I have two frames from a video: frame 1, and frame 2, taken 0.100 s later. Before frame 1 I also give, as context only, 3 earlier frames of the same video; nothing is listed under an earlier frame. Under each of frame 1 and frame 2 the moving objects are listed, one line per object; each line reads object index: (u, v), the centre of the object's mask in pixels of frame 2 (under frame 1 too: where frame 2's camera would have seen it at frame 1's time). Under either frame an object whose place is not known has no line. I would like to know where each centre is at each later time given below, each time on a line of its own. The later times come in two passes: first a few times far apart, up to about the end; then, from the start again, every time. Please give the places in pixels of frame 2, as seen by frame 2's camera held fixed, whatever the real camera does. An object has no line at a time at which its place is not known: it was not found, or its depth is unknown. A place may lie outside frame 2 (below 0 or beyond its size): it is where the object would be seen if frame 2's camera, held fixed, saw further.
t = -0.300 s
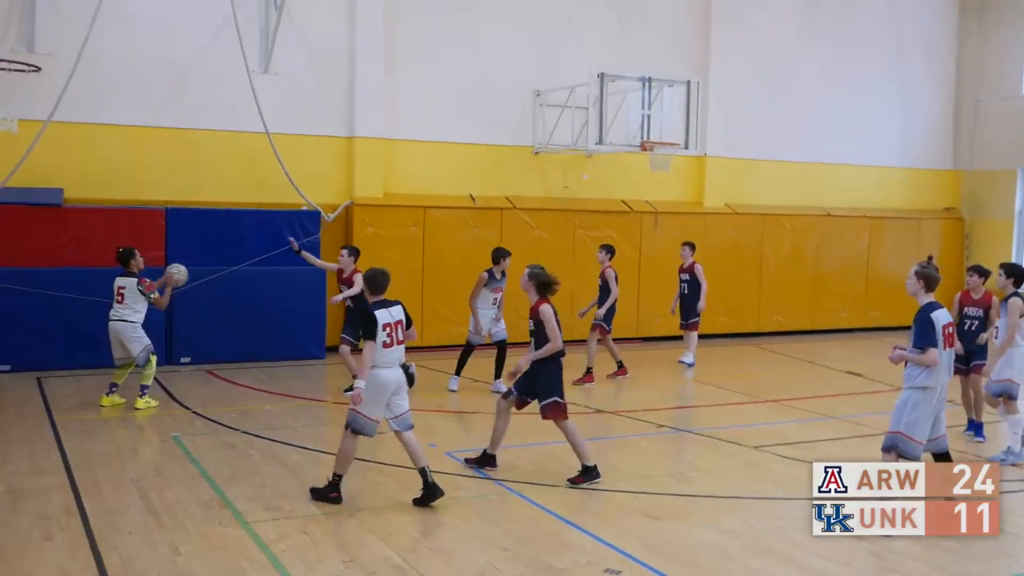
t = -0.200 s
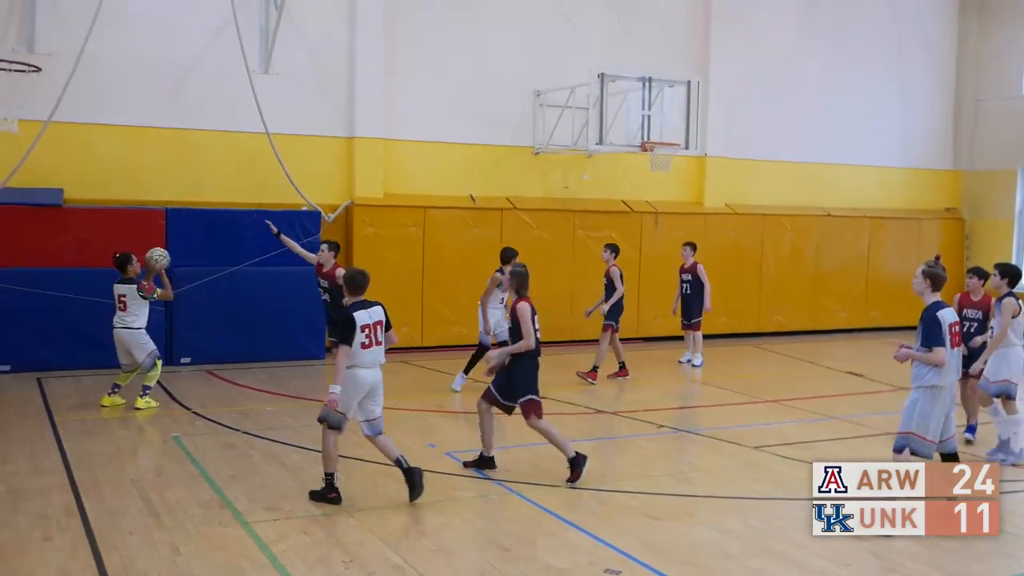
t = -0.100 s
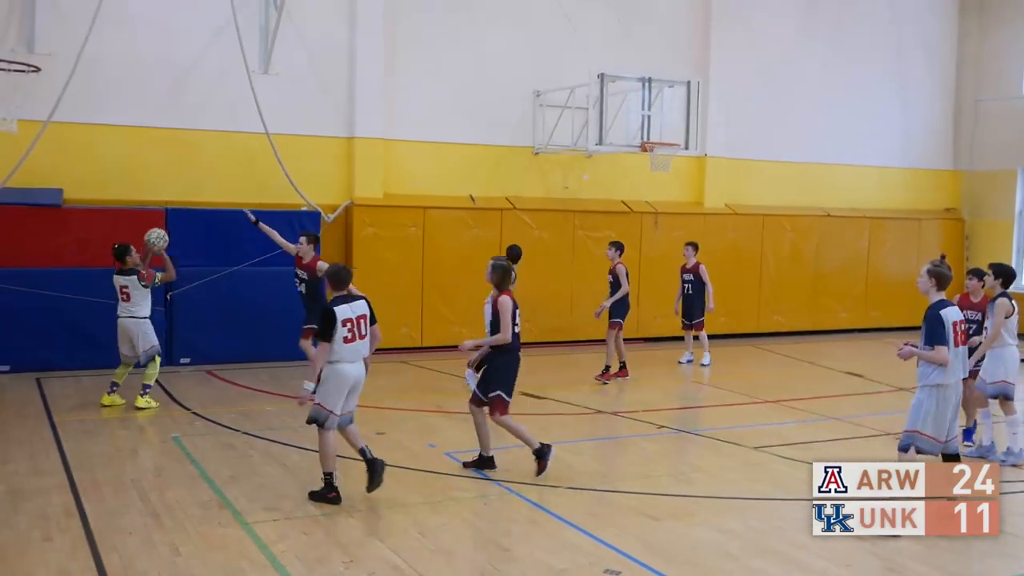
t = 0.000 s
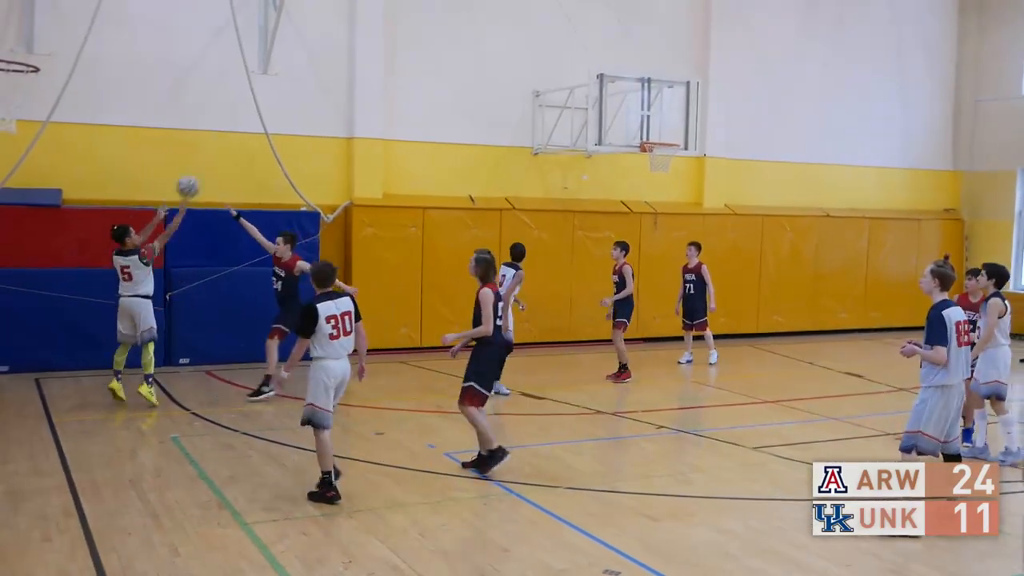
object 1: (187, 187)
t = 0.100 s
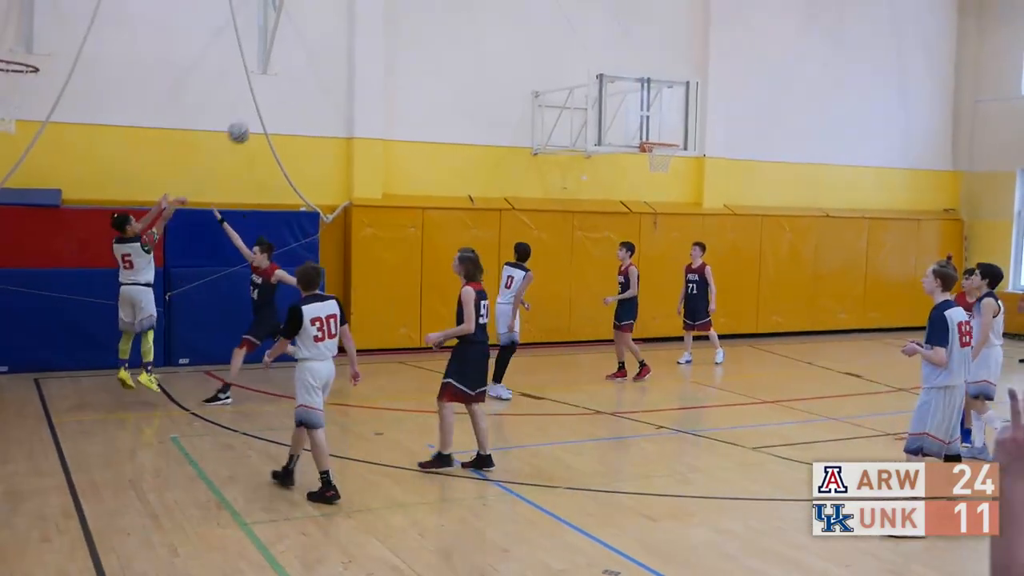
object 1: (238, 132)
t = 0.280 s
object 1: (324, 61)
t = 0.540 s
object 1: (436, 16)
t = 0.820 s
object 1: (542, 30)
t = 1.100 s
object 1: (634, 103)
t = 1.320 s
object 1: (660, 179)
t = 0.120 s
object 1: (248, 122)
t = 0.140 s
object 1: (258, 113)
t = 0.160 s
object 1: (268, 105)
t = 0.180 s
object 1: (278, 97)
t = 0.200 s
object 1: (287, 89)
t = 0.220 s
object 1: (297, 81)
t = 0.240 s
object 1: (307, 74)
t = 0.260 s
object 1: (316, 68)
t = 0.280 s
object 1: (324, 61)
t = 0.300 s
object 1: (334, 56)
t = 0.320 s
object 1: (343, 50)
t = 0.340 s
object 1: (352, 46)
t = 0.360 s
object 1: (361, 40)
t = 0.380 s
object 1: (369, 36)
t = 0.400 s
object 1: (378, 32)
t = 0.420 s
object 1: (387, 29)
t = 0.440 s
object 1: (395, 26)
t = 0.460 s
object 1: (403, 23)
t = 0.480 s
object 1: (412, 21)
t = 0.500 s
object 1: (421, 19)
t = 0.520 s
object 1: (429, 17)
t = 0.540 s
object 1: (436, 16)
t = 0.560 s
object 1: (444, 15)
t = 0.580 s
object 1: (453, 13)
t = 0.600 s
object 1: (460, 13)
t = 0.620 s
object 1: (468, 13)
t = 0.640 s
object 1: (476, 14)
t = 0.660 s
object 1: (484, 14)
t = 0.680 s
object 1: (492, 15)
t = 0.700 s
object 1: (499, 16)
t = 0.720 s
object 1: (506, 18)
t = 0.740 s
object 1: (514, 20)
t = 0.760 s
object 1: (521, 22)
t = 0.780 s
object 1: (528, 25)
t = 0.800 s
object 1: (535, 27)
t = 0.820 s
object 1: (542, 30)
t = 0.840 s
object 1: (549, 33)
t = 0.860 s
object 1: (557, 37)
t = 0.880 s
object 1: (563, 41)
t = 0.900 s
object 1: (570, 46)
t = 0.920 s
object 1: (577, 51)
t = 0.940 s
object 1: (583, 55)
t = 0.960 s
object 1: (590, 60)
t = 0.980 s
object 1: (597, 66)
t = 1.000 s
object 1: (603, 71)
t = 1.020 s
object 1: (608, 77)
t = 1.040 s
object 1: (615, 84)
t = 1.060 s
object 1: (623, 90)
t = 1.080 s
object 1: (628, 97)
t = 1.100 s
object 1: (634, 103)
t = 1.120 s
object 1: (640, 110)
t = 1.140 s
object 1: (647, 118)
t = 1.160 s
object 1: (654, 125)
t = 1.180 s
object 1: (658, 133)
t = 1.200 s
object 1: (665, 139)
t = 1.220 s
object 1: (670, 150)
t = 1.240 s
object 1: (668, 156)
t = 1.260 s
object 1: (666, 162)
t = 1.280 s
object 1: (664, 167)
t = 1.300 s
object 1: (662, 173)
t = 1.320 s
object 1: (660, 179)
